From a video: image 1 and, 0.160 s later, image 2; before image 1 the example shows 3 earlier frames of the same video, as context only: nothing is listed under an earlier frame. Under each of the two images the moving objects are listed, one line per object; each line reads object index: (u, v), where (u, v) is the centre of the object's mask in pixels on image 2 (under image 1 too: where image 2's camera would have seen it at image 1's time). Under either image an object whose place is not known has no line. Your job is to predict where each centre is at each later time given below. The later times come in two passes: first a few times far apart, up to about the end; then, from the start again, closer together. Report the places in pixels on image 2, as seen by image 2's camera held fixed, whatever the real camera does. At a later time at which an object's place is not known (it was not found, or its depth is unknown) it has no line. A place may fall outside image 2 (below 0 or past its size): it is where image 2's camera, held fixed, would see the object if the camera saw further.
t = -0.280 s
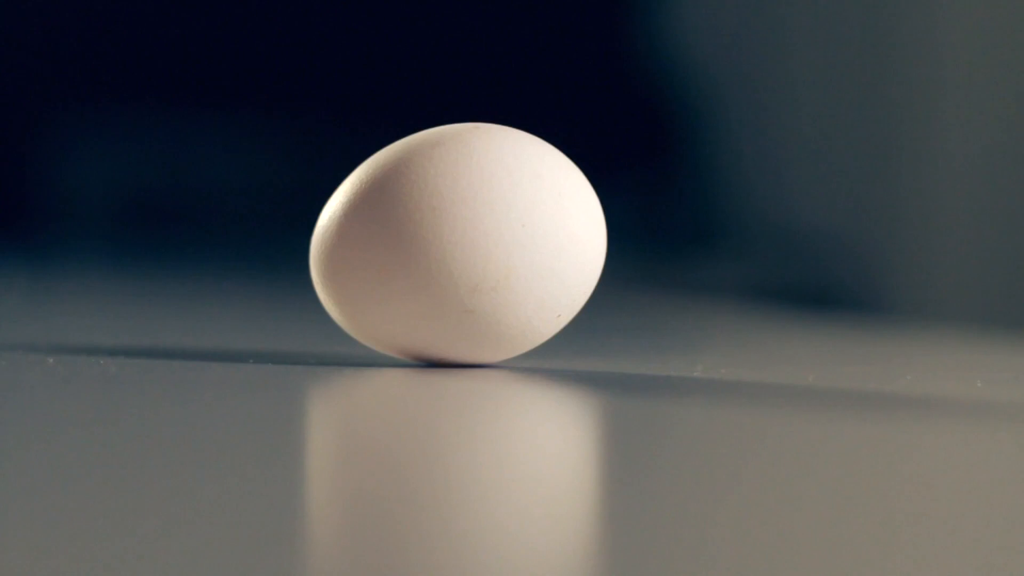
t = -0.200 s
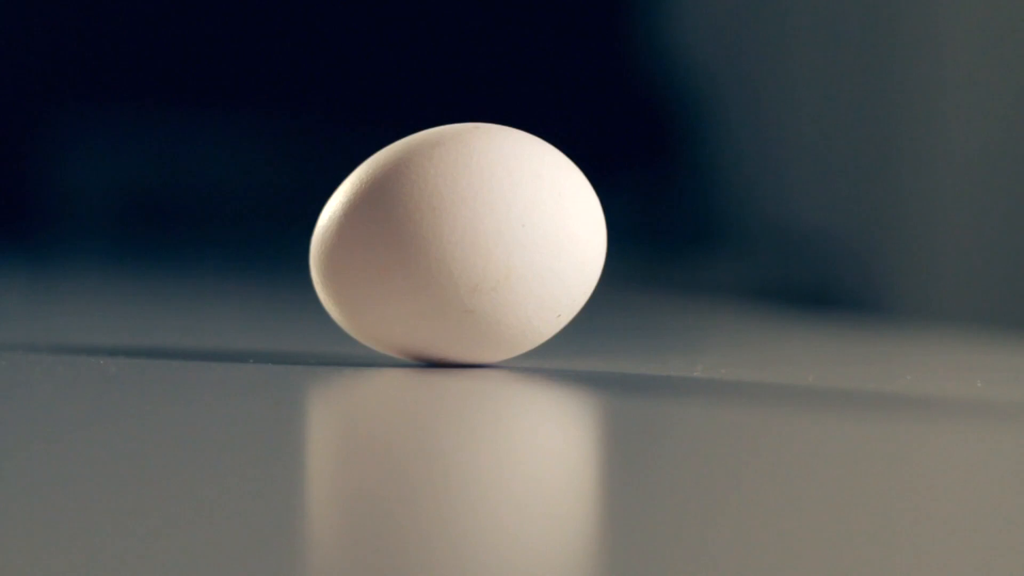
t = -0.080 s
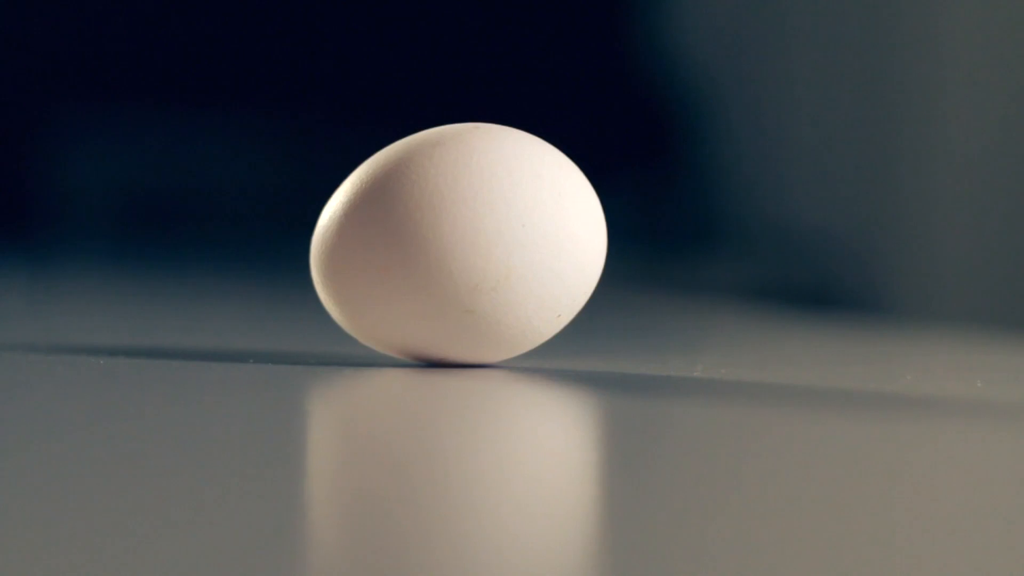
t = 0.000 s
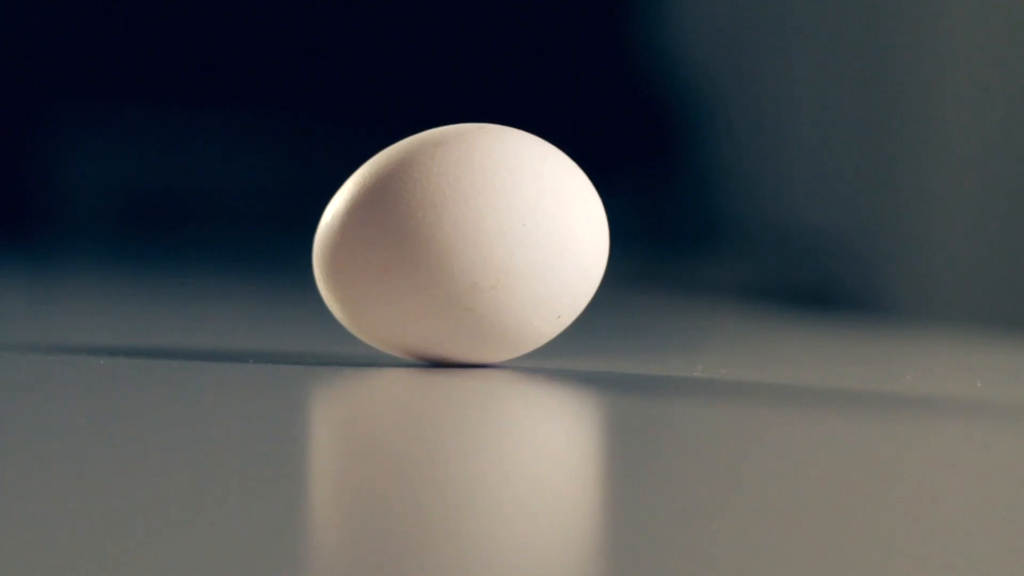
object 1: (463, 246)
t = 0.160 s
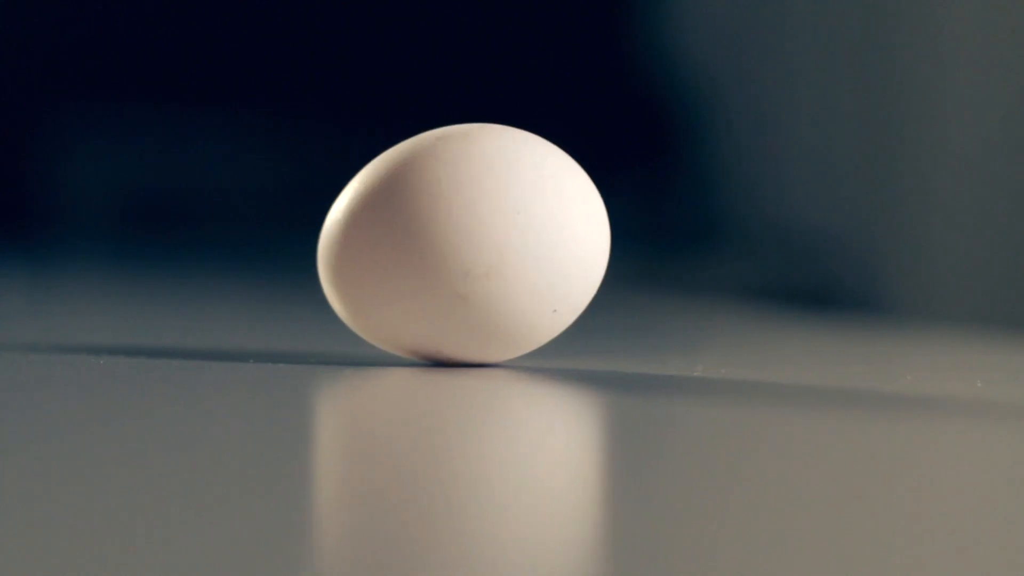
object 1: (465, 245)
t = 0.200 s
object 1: (466, 245)
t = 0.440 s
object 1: (481, 244)
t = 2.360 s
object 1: (489, 240)
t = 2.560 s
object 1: (436, 238)
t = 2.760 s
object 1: (371, 236)
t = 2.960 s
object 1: (295, 235)
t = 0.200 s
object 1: (466, 245)
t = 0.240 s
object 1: (468, 245)
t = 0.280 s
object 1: (471, 245)
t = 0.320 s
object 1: (475, 245)
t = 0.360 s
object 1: (479, 245)
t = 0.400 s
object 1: (480, 245)
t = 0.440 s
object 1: (481, 244)
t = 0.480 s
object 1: (482, 244)
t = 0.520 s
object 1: (483, 244)
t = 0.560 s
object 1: (486, 243)
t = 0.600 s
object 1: (491, 243)
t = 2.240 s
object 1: (519, 240)
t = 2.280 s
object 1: (510, 239)
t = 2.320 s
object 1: (500, 240)
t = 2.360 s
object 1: (489, 240)
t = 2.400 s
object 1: (479, 239)
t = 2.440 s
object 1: (469, 239)
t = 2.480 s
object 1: (460, 239)
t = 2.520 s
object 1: (449, 238)
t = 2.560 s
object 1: (436, 238)
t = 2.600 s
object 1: (423, 237)
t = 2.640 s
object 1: (410, 237)
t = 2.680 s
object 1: (396, 236)
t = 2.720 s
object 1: (383, 235)
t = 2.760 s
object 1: (371, 236)
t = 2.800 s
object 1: (358, 236)
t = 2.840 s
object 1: (344, 235)
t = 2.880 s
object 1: (329, 235)
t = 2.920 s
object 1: (312, 235)
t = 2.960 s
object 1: (295, 235)
